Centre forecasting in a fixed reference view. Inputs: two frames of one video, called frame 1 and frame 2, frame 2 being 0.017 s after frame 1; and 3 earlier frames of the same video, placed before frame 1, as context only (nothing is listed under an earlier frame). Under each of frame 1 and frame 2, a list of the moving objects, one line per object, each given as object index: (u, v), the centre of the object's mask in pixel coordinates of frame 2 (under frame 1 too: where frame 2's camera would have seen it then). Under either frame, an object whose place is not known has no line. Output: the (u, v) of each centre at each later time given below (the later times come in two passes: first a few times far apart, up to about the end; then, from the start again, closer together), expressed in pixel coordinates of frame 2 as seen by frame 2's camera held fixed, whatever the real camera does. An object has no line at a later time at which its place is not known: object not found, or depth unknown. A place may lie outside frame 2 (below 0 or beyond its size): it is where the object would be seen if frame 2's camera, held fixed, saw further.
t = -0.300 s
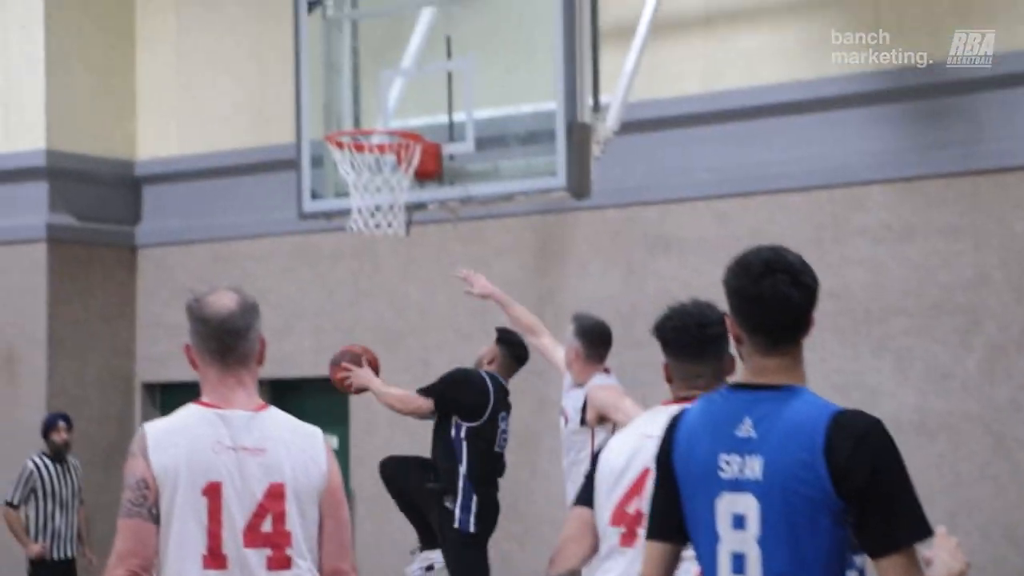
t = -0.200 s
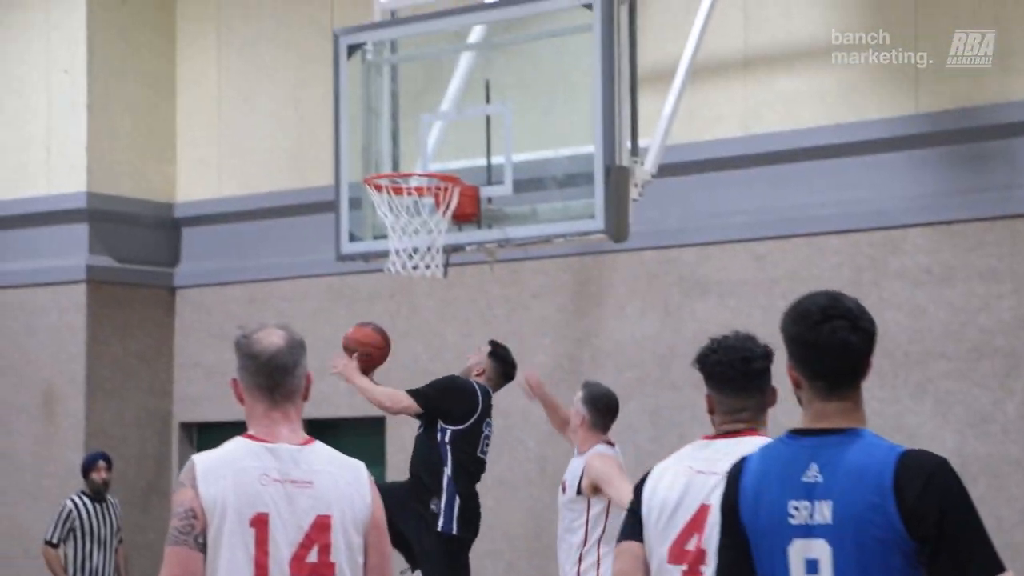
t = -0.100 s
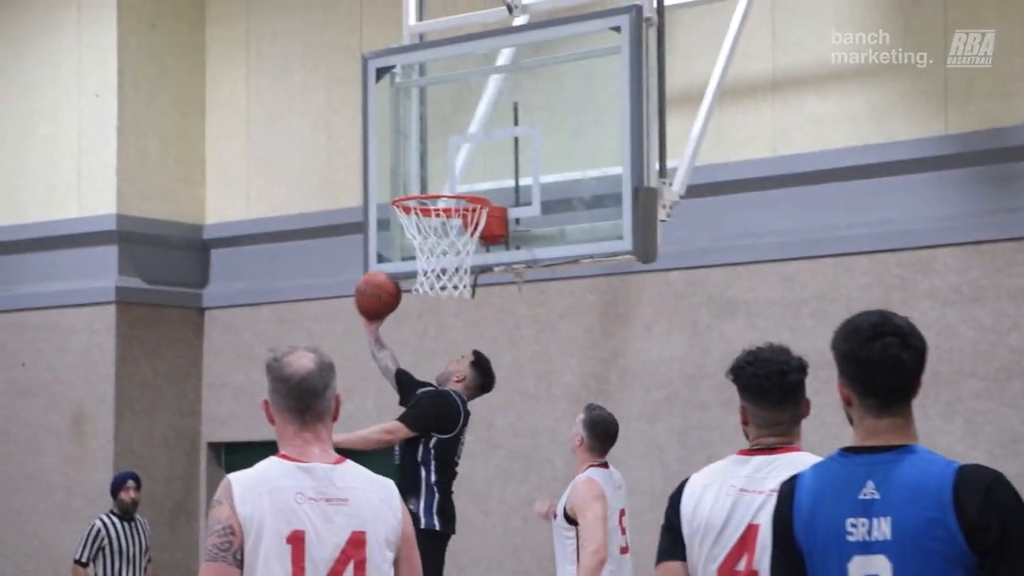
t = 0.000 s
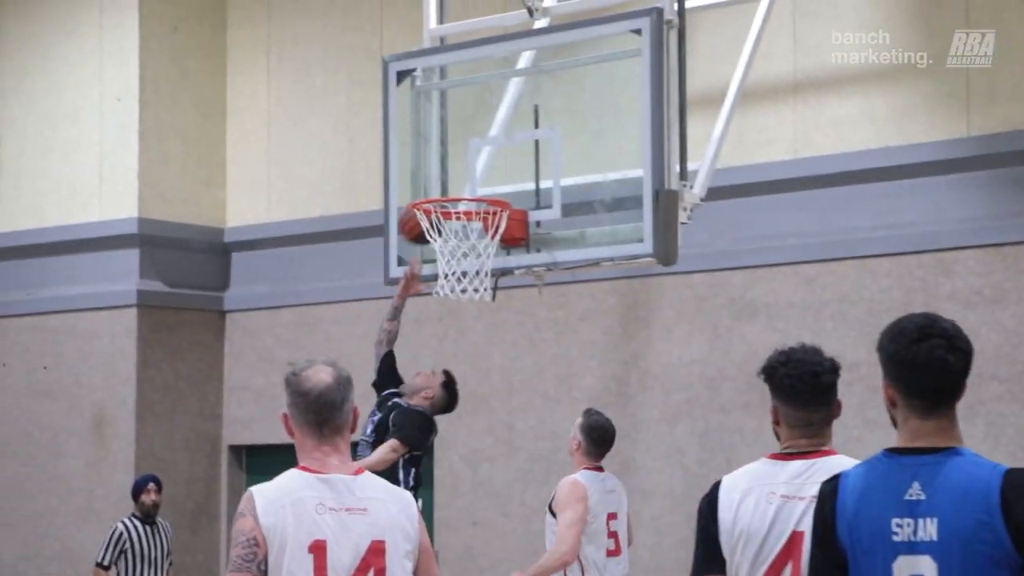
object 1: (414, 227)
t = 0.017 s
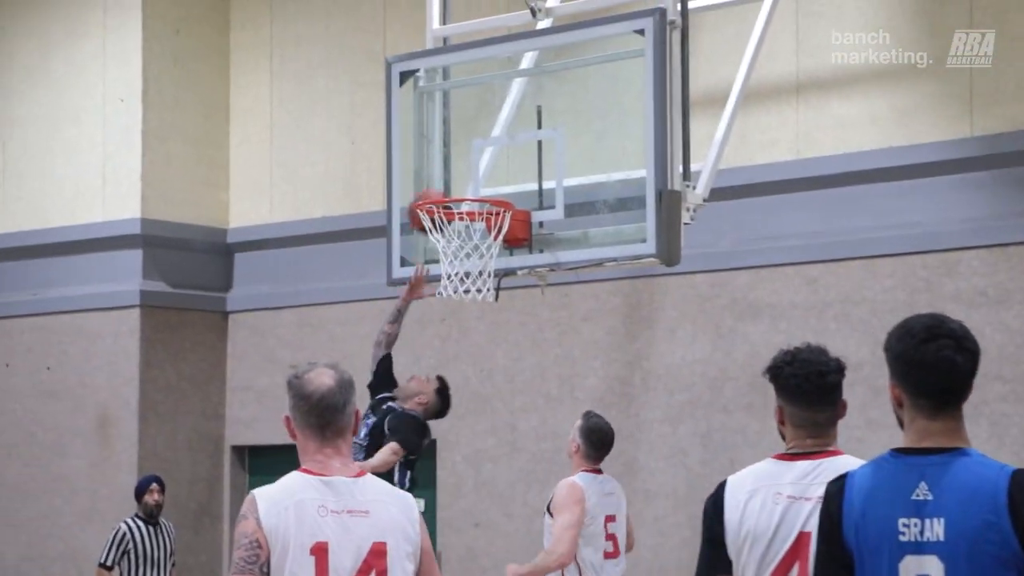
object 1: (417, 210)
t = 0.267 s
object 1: (443, 147)
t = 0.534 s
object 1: (456, 185)
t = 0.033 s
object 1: (437, 191)
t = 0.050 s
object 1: (443, 185)
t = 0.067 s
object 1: (445, 181)
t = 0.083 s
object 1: (445, 177)
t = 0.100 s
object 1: (445, 173)
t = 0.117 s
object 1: (445, 168)
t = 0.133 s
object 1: (444, 163)
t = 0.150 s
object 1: (444, 160)
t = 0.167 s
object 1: (444, 156)
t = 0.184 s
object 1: (444, 154)
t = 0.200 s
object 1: (443, 151)
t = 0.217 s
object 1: (443, 149)
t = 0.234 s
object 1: (443, 148)
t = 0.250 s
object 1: (443, 147)
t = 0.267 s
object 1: (443, 147)
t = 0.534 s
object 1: (456, 185)
